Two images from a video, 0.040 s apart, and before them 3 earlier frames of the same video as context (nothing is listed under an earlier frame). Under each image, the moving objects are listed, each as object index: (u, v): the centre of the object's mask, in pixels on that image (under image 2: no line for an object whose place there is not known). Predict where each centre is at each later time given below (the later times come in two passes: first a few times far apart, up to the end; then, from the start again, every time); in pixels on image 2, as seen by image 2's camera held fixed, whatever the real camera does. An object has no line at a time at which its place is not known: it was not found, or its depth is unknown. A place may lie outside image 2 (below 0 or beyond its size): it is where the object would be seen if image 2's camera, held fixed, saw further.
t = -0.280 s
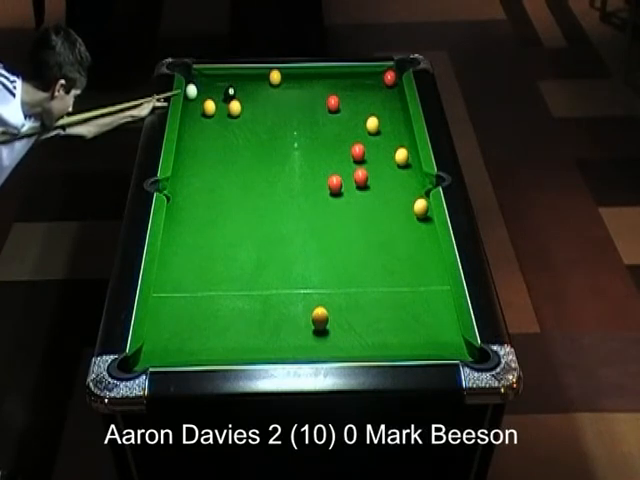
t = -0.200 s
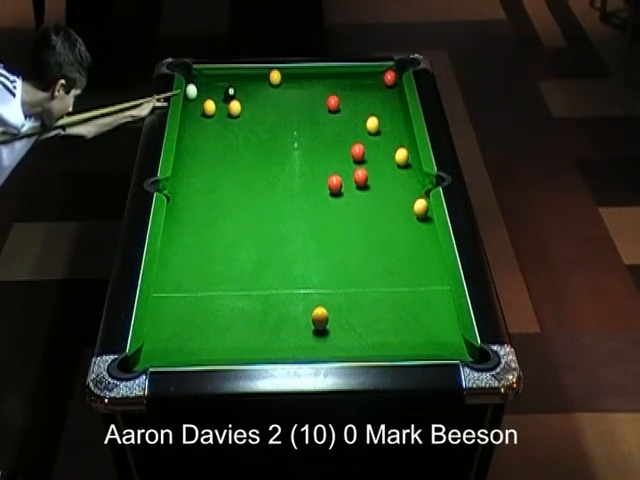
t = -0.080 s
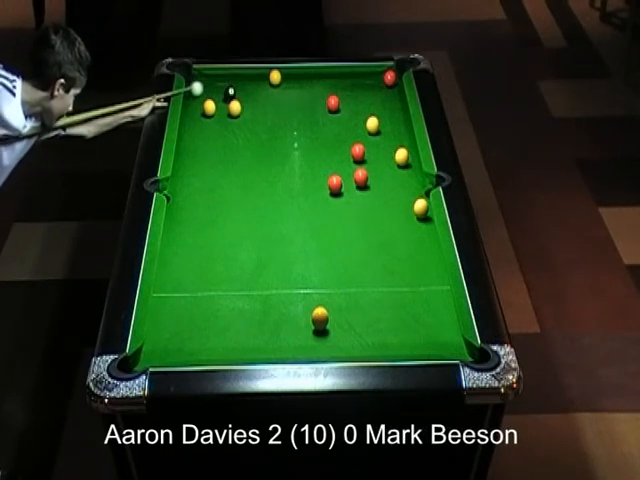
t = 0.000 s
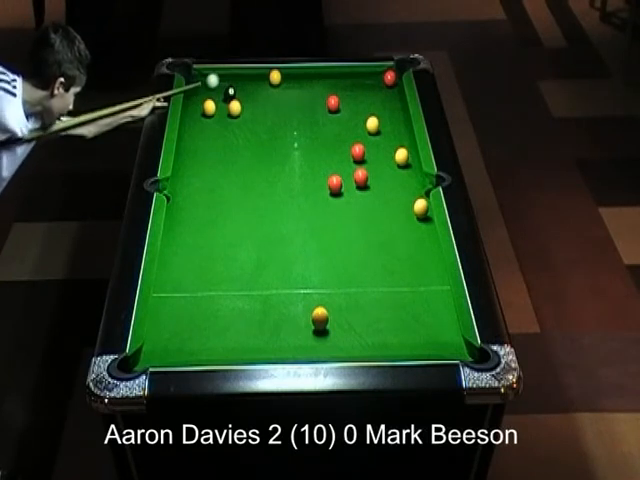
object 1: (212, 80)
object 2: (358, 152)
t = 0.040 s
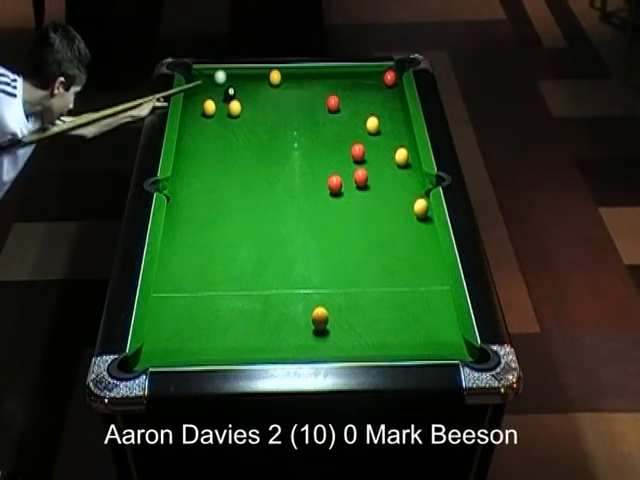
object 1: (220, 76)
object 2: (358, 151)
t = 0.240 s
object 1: (243, 90)
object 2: (358, 152)
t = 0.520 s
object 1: (277, 109)
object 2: (358, 152)
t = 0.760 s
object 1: (306, 126)
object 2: (358, 151)
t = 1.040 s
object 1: (342, 146)
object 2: (358, 152)
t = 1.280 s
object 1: (345, 154)
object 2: (378, 158)
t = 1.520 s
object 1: (345, 160)
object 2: (399, 167)
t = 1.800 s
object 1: (345, 166)
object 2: (415, 173)
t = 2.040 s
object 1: (346, 170)
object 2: (410, 180)
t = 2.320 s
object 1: (347, 174)
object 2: (404, 187)
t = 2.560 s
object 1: (347, 177)
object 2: (400, 192)
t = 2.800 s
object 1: (347, 178)
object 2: (397, 197)
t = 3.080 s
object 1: (347, 178)
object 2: (394, 202)
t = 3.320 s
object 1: (347, 179)
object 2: (392, 204)
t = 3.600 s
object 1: (347, 179)
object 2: (391, 206)
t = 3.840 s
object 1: (347, 179)
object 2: (390, 207)
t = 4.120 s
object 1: (347, 179)
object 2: (390, 207)
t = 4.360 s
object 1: (347, 179)
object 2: (390, 207)
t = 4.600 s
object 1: (347, 179)
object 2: (390, 207)
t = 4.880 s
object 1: (347, 179)
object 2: (390, 207)
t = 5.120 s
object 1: (347, 179)
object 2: (390, 207)
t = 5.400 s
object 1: (347, 179)
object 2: (390, 207)
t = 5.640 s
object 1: (347, 179)
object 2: (390, 207)
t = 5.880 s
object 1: (347, 179)
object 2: (390, 207)
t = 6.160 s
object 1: (347, 179)
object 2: (390, 207)
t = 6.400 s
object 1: (347, 179)
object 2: (390, 207)
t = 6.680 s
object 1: (347, 179)
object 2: (390, 207)
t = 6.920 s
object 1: (347, 179)
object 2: (390, 207)
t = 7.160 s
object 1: (347, 179)
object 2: (390, 207)
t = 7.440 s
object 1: (347, 179)
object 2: (390, 207)
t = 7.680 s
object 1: (347, 179)
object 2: (390, 207)
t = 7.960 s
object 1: (347, 178)
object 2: (390, 207)
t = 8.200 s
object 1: (347, 178)
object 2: (390, 207)
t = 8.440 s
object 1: (347, 178)
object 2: (390, 207)
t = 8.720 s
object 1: (347, 178)
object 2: (390, 207)
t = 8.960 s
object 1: (347, 178)
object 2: (390, 207)
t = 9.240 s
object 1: (347, 179)
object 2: (390, 207)
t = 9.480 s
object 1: (347, 179)
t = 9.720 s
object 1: (347, 179)
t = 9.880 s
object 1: (347, 179)
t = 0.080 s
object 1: (224, 79)
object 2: (358, 152)
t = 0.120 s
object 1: (229, 81)
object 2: (358, 152)
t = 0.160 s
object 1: (234, 83)
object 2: (358, 152)
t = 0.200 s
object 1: (239, 87)
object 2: (358, 152)
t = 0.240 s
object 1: (243, 90)
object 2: (358, 152)
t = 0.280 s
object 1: (248, 93)
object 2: (358, 152)
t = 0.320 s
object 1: (253, 95)
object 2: (358, 151)
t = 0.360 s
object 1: (257, 98)
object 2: (358, 151)
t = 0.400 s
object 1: (262, 101)
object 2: (358, 151)
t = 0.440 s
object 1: (267, 104)
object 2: (358, 152)
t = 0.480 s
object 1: (272, 106)
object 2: (358, 152)
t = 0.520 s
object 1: (277, 109)
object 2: (358, 152)
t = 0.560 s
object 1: (282, 112)
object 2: (358, 152)
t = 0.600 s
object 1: (287, 115)
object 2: (358, 152)
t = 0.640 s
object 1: (291, 117)
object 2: (358, 151)
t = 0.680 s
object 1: (296, 120)
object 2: (358, 151)
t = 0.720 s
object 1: (301, 123)
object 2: (358, 152)
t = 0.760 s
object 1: (306, 126)
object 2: (358, 151)
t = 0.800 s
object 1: (311, 129)
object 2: (358, 152)
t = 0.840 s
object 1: (316, 132)
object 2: (358, 151)
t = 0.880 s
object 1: (322, 135)
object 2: (358, 151)
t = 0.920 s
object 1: (327, 138)
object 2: (358, 151)
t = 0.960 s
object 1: (332, 141)
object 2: (358, 151)
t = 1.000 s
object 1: (337, 144)
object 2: (358, 151)
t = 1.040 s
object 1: (342, 146)
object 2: (358, 152)
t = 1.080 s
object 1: (346, 149)
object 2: (359, 152)
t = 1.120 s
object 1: (346, 150)
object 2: (363, 154)
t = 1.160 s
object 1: (345, 151)
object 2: (367, 155)
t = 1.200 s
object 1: (345, 152)
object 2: (371, 156)
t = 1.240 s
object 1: (345, 153)
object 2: (374, 157)
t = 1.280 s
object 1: (345, 154)
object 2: (378, 158)
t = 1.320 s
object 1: (345, 155)
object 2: (382, 160)
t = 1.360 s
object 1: (345, 156)
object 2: (385, 161)
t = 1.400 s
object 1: (345, 157)
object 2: (389, 162)
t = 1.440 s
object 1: (345, 158)
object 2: (392, 164)
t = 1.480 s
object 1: (345, 159)
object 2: (395, 165)
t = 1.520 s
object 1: (345, 160)
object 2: (399, 167)
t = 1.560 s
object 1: (345, 161)
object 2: (403, 167)
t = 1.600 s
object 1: (345, 162)
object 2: (406, 168)
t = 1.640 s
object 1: (345, 163)
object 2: (409, 168)
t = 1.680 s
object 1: (345, 164)
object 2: (413, 169)
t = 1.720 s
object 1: (345, 164)
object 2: (416, 171)
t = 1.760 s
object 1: (345, 165)
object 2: (416, 172)
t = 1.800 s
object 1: (345, 166)
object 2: (415, 173)
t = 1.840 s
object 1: (345, 167)
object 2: (414, 174)
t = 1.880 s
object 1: (346, 168)
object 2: (413, 176)
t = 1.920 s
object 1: (346, 168)
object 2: (412, 176)
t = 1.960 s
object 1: (346, 169)
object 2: (411, 177)
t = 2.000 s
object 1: (346, 170)
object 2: (411, 179)
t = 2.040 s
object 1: (346, 170)
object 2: (410, 180)
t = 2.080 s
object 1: (347, 171)
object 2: (409, 181)
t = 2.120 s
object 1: (347, 171)
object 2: (408, 182)
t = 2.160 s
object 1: (347, 172)
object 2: (407, 183)
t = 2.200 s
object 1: (347, 173)
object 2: (407, 184)
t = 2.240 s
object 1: (347, 173)
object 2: (406, 185)
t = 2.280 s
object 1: (347, 174)
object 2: (405, 186)
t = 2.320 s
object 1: (347, 174)
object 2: (404, 187)
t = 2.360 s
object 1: (347, 175)
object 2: (404, 188)
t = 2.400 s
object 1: (347, 175)
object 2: (403, 189)
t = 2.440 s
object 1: (347, 176)
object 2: (402, 190)
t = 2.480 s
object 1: (347, 176)
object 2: (402, 191)
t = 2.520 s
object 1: (347, 177)
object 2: (401, 191)
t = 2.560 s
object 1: (347, 177)
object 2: (400, 192)
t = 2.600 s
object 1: (347, 177)
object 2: (400, 193)
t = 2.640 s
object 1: (347, 177)
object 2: (399, 194)
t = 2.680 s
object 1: (347, 177)
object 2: (399, 195)
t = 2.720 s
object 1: (347, 178)
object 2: (398, 196)
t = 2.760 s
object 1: (347, 178)
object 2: (398, 196)
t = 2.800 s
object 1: (347, 178)
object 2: (397, 197)
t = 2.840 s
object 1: (347, 178)
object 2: (397, 198)
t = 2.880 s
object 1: (347, 178)
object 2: (396, 198)
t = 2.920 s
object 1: (347, 178)
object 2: (396, 199)
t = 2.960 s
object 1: (347, 178)
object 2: (395, 200)
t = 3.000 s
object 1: (347, 178)
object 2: (395, 201)
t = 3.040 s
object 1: (347, 178)
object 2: (395, 201)
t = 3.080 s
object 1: (347, 178)
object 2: (394, 202)
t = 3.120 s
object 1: (347, 178)
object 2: (394, 202)
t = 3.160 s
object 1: (347, 179)
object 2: (393, 202)
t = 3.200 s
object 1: (347, 179)
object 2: (393, 203)
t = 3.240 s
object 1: (347, 179)
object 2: (393, 203)
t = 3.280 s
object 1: (347, 179)
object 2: (392, 204)
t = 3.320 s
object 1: (347, 179)
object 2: (392, 204)
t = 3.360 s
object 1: (347, 179)
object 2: (392, 204)
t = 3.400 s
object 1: (347, 179)
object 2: (392, 205)
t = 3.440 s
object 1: (347, 179)
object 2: (391, 205)
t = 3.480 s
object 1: (347, 179)
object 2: (391, 206)
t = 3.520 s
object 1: (347, 179)
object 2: (391, 206)
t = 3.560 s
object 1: (347, 179)
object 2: (391, 206)
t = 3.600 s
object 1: (347, 179)
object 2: (391, 206)
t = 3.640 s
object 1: (347, 179)
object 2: (391, 207)
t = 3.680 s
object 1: (347, 179)
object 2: (390, 206)
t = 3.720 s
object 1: (347, 179)
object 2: (390, 207)
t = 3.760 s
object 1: (347, 179)
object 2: (390, 207)
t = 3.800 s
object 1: (347, 179)
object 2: (390, 207)
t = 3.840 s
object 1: (347, 179)
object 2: (390, 207)
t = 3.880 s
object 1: (347, 179)
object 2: (390, 207)
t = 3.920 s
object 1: (347, 179)
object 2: (390, 207)
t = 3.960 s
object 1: (347, 179)
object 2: (390, 207)
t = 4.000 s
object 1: (347, 179)
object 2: (390, 207)
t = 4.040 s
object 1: (347, 179)
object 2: (390, 207)
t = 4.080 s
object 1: (347, 179)
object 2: (390, 207)
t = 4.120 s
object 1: (347, 179)
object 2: (390, 207)
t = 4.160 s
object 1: (347, 179)
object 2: (390, 207)
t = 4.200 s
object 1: (347, 179)
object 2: (390, 207)
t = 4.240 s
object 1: (347, 179)
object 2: (390, 207)
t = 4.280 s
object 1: (347, 179)
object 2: (390, 207)
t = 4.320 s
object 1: (347, 179)
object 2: (390, 207)
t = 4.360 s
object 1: (347, 179)
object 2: (390, 207)
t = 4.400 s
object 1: (347, 179)
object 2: (390, 207)
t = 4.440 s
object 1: (347, 179)
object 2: (390, 207)
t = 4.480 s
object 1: (347, 179)
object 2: (390, 207)
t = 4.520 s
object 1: (347, 179)
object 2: (390, 207)
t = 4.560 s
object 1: (347, 179)
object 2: (390, 207)
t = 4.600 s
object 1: (347, 179)
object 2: (390, 207)
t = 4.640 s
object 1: (347, 179)
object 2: (390, 207)
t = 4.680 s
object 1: (347, 179)
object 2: (390, 207)
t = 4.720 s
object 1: (347, 179)
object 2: (390, 207)
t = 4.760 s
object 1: (347, 179)
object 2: (390, 207)
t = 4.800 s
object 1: (347, 179)
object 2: (390, 207)
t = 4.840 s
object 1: (347, 179)
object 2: (390, 207)
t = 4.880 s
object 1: (347, 179)
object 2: (390, 207)
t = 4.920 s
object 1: (347, 179)
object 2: (390, 207)
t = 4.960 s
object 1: (347, 179)
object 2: (390, 207)
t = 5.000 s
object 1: (347, 179)
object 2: (390, 207)
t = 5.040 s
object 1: (347, 179)
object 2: (390, 207)
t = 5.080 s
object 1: (347, 179)
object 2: (390, 207)
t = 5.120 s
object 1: (347, 179)
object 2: (390, 207)
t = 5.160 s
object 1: (347, 179)
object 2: (390, 207)
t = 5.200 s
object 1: (347, 179)
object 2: (390, 207)
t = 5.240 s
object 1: (347, 179)
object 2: (390, 207)
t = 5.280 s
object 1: (347, 179)
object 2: (390, 207)
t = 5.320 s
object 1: (347, 179)
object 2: (390, 207)
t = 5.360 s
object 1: (347, 179)
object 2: (390, 207)
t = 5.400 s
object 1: (347, 179)
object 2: (390, 207)
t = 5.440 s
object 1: (347, 178)
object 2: (390, 207)
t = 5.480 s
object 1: (347, 179)
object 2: (390, 207)
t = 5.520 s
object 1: (347, 179)
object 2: (390, 207)
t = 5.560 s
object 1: (347, 179)
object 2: (390, 207)
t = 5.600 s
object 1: (347, 179)
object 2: (390, 207)
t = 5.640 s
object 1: (347, 179)
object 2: (390, 207)
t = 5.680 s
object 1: (347, 179)
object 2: (390, 207)
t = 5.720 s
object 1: (347, 179)
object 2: (390, 206)
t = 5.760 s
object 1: (347, 179)
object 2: (390, 205)
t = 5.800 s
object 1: (347, 179)
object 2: (390, 207)
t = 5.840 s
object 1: (347, 179)
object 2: (390, 207)
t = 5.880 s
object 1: (347, 179)
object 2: (390, 207)
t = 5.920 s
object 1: (347, 179)
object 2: (390, 207)
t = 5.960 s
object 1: (347, 179)
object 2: (390, 207)
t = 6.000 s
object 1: (347, 179)
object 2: (390, 207)
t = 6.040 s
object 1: (347, 179)
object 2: (390, 207)
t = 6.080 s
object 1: (347, 179)
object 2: (390, 207)
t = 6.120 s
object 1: (347, 179)
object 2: (390, 207)
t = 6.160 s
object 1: (347, 179)
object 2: (390, 207)
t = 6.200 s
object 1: (347, 179)
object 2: (390, 207)
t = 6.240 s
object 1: (347, 179)
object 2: (390, 207)
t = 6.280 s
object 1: (347, 179)
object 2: (390, 207)
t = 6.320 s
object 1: (347, 179)
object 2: (390, 207)
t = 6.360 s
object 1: (347, 179)
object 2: (390, 207)
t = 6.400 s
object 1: (347, 179)
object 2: (390, 207)
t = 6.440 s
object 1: (347, 179)
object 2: (390, 207)
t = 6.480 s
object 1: (347, 179)
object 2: (390, 207)
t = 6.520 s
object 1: (347, 179)
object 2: (390, 207)
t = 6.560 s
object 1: (347, 179)
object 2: (390, 207)
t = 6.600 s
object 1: (347, 179)
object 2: (390, 207)
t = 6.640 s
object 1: (347, 179)
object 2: (390, 207)
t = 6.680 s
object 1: (347, 179)
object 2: (390, 207)
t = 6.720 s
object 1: (347, 179)
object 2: (390, 207)
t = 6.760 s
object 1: (347, 179)
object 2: (390, 207)
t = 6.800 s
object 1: (347, 179)
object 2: (390, 207)
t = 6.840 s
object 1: (347, 179)
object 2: (390, 207)
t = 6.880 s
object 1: (347, 179)
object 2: (390, 207)
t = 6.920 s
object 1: (347, 179)
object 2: (390, 207)
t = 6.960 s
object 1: (347, 179)
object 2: (390, 207)
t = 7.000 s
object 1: (347, 179)
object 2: (390, 207)
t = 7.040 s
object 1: (347, 179)
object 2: (390, 207)
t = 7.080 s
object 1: (347, 179)
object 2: (390, 207)
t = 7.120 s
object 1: (347, 179)
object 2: (390, 207)
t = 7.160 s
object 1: (347, 179)
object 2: (390, 207)
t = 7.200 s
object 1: (347, 179)
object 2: (390, 207)
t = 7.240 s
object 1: (347, 179)
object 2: (390, 207)
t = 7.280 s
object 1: (347, 179)
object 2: (390, 207)
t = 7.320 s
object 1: (347, 179)
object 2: (390, 207)
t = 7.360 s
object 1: (347, 179)
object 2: (390, 207)
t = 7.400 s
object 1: (347, 179)
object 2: (390, 207)
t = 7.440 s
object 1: (347, 179)
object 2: (390, 207)
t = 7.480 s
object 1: (347, 179)
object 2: (390, 207)
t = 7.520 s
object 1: (347, 179)
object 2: (390, 207)
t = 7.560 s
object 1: (347, 179)
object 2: (390, 207)
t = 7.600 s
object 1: (347, 179)
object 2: (390, 207)
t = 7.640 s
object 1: (347, 179)
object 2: (390, 207)
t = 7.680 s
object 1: (347, 179)
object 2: (390, 207)
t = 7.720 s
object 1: (347, 179)
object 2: (390, 207)
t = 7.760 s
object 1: (347, 179)
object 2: (390, 207)
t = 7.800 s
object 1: (347, 179)
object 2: (390, 207)
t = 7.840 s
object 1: (347, 179)
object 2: (390, 207)
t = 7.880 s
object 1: (347, 179)
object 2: (390, 207)
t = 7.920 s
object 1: (347, 179)
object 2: (390, 207)
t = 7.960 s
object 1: (347, 178)
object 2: (390, 207)
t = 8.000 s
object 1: (347, 178)
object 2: (390, 207)
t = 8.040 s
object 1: (347, 178)
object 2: (390, 207)
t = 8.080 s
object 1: (347, 178)
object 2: (390, 207)
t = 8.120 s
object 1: (347, 178)
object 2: (390, 207)
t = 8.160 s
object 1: (347, 178)
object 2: (390, 207)
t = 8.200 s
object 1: (347, 178)
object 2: (390, 207)
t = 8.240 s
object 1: (347, 178)
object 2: (390, 207)
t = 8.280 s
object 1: (347, 178)
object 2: (390, 207)
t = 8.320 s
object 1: (347, 178)
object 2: (390, 207)
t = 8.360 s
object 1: (347, 178)
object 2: (390, 207)
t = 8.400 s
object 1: (347, 178)
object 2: (391, 207)
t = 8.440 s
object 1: (347, 178)
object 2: (390, 207)
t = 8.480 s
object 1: (347, 178)
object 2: (390, 207)
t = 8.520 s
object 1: (347, 178)
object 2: (390, 207)
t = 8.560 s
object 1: (347, 178)
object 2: (391, 207)
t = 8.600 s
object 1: (347, 178)
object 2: (390, 207)
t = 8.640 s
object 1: (347, 178)
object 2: (390, 207)
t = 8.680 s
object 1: (347, 178)
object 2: (390, 207)
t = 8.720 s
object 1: (347, 178)
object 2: (390, 207)
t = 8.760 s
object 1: (347, 178)
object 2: (390, 207)
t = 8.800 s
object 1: (347, 178)
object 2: (390, 208)
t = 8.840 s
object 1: (347, 178)
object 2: (390, 208)
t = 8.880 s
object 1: (347, 179)
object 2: (391, 207)
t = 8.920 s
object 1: (346, 179)
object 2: (390, 207)
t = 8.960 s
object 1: (347, 178)
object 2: (390, 207)
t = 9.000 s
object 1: (347, 178)
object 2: (390, 207)
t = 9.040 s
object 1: (347, 179)
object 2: (390, 207)
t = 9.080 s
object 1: (347, 179)
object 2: (390, 207)
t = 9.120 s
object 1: (347, 178)
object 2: (390, 207)
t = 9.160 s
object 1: (347, 179)
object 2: (390, 207)
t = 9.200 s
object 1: (347, 179)
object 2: (390, 207)
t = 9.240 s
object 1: (347, 179)
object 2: (390, 207)
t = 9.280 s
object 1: (347, 179)
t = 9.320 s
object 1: (347, 178)
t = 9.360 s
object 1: (347, 178)
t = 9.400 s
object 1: (347, 177)
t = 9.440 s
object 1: (346, 180)
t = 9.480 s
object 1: (347, 179)
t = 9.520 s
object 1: (347, 178)
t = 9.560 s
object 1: (347, 178)
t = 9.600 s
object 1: (347, 178)
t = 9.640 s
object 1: (347, 178)
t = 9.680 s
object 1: (347, 179)
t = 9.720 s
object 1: (347, 179)
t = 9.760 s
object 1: (347, 178)
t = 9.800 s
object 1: (347, 178)
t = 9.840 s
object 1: (347, 178)
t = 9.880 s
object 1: (347, 179)
